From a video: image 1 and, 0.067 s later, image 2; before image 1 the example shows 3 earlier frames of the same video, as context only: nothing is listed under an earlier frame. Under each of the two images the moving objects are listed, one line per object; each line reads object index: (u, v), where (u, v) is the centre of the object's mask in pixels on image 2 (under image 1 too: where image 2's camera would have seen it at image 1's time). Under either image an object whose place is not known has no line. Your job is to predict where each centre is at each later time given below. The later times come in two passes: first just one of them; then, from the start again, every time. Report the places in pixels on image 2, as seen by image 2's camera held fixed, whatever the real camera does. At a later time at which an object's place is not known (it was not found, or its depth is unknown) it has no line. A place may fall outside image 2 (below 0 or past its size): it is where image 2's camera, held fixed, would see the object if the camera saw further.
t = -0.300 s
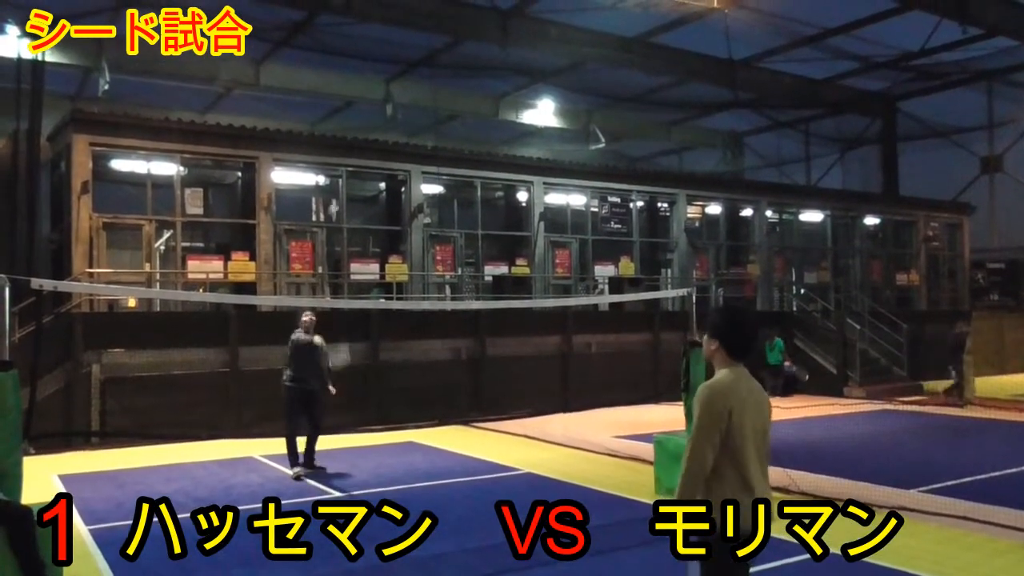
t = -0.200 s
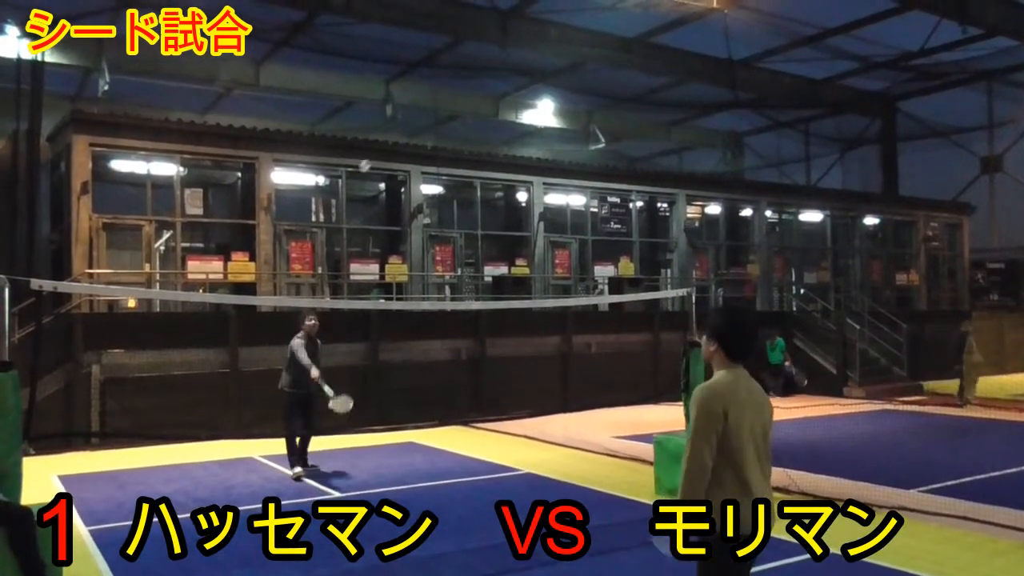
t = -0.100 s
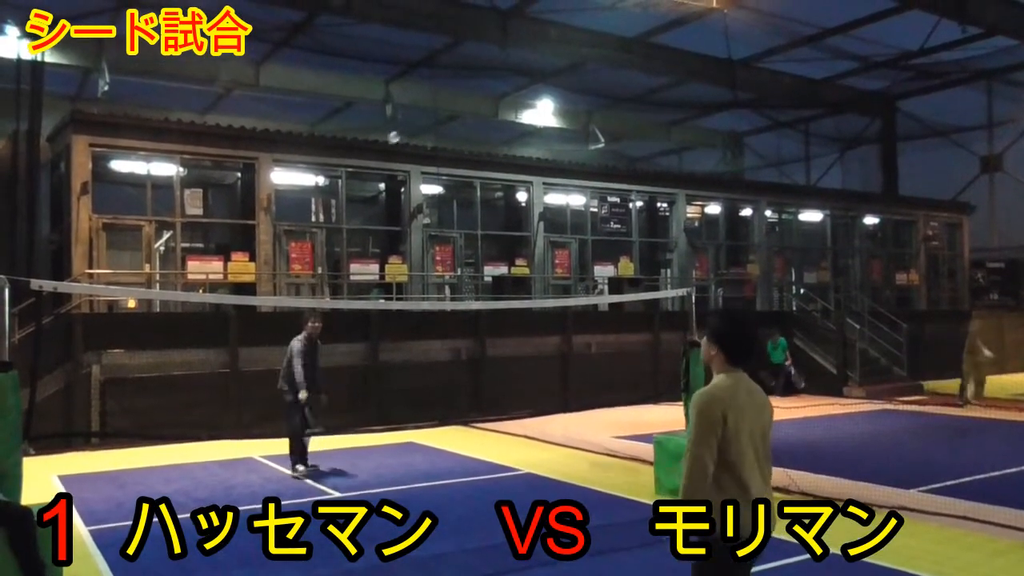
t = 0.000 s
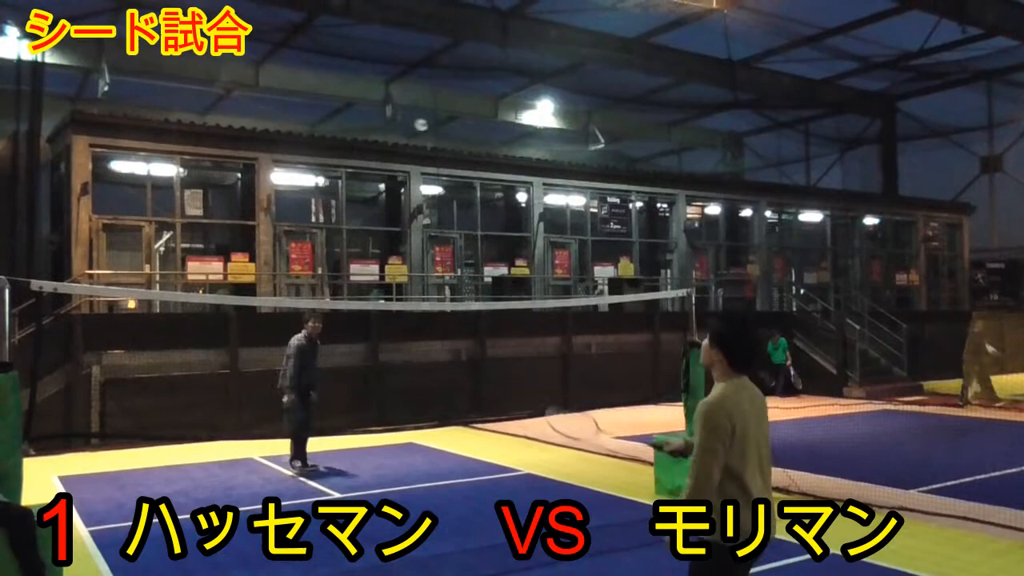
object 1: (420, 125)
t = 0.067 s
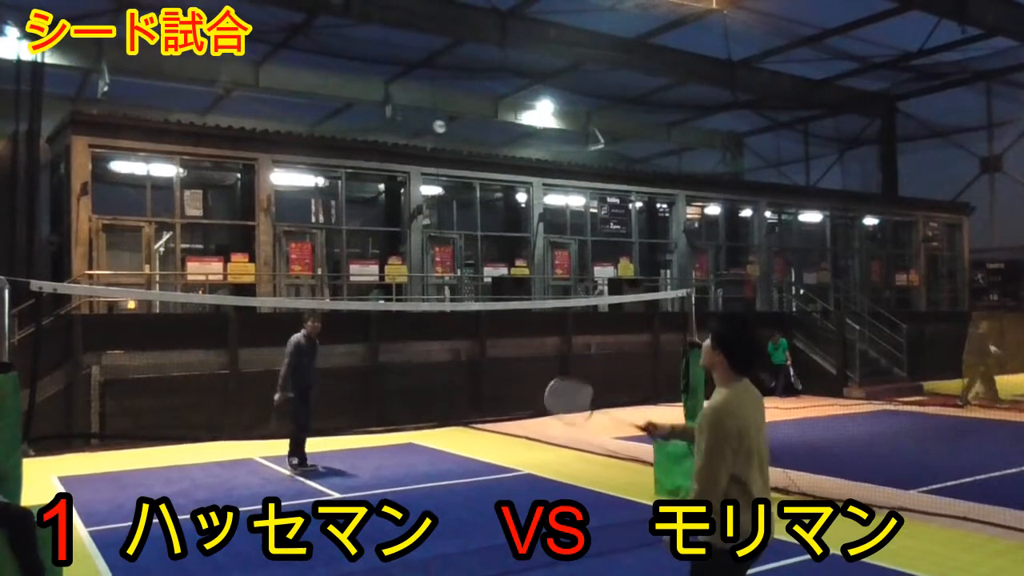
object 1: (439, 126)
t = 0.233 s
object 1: (486, 161)
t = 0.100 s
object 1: (448, 128)
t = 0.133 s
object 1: (458, 133)
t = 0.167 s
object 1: (467, 141)
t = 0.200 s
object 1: (475, 150)
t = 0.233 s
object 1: (486, 161)
